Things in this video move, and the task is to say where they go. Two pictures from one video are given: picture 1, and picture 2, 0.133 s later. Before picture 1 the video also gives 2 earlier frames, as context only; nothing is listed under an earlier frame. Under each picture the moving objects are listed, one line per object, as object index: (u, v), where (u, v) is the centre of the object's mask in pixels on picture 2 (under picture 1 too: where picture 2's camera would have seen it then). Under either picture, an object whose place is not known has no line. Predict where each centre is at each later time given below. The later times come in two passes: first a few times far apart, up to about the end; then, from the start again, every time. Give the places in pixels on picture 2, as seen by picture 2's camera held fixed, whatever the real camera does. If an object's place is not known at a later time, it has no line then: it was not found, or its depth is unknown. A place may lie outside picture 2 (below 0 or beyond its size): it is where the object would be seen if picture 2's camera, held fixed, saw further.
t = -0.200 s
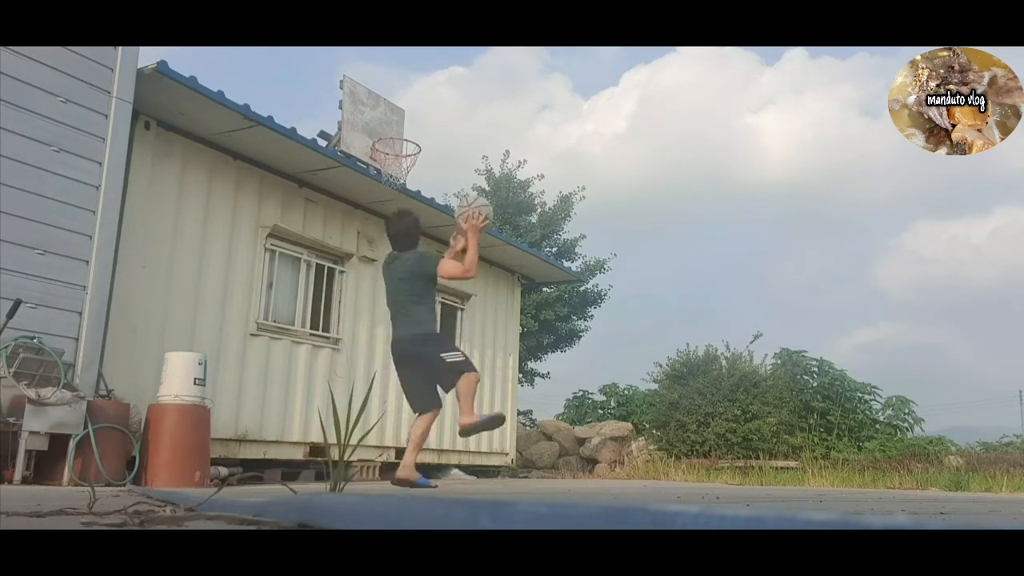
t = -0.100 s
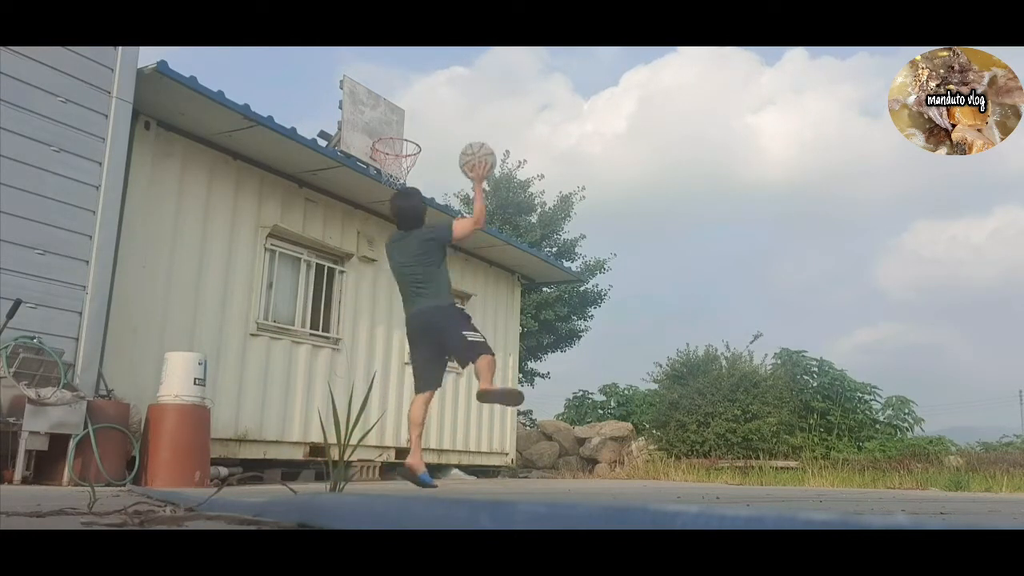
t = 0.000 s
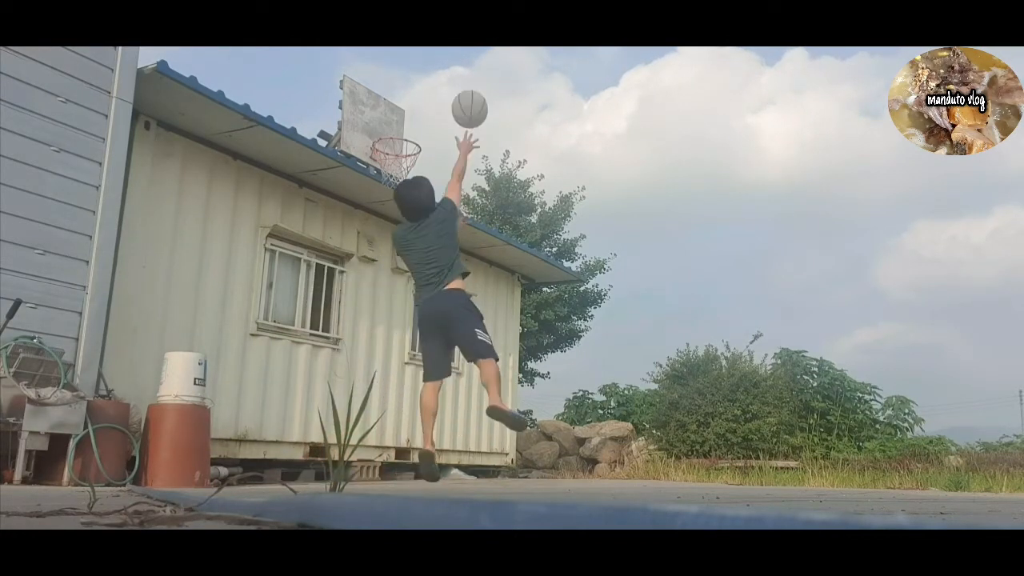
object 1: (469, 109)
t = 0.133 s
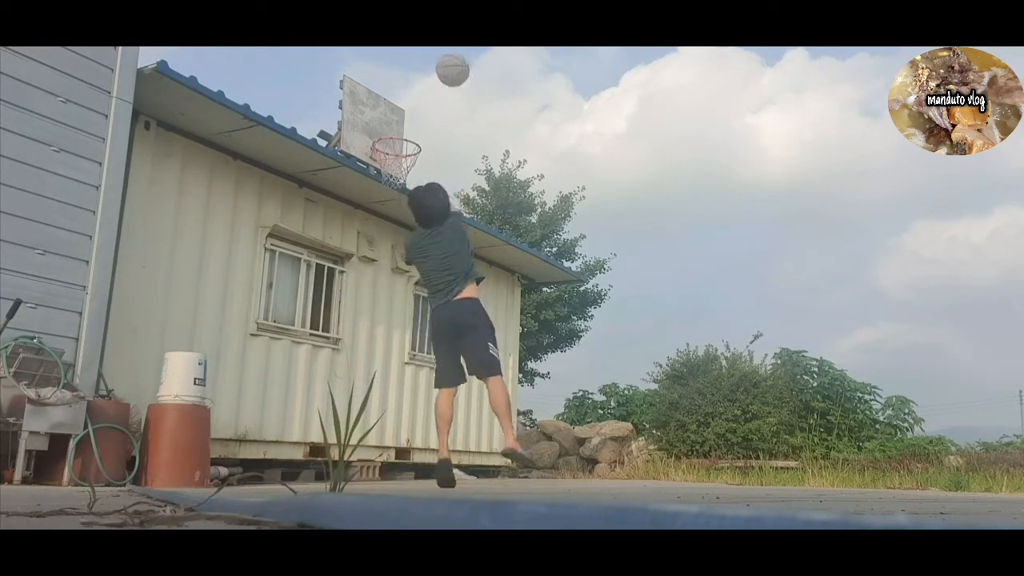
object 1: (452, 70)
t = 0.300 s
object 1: (434, 59)
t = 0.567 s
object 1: (406, 97)
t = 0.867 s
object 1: (396, 114)
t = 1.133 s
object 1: (396, 123)
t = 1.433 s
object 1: (397, 137)
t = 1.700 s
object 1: (395, 215)
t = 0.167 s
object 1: (448, 64)
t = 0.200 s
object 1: (445, 61)
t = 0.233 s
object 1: (441, 59)
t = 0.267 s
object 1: (438, 58)
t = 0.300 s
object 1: (434, 59)
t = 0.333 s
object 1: (430, 59)
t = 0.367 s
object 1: (427, 61)
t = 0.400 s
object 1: (423, 64)
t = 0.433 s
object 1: (419, 68)
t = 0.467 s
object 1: (416, 75)
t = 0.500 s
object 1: (413, 81)
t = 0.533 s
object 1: (409, 88)
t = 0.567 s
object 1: (406, 97)
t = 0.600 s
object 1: (403, 106)
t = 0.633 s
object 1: (399, 117)
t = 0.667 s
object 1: (397, 127)
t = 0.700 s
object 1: (397, 124)
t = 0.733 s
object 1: (397, 119)
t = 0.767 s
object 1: (397, 116)
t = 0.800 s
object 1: (397, 114)
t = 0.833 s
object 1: (397, 114)
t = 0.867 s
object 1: (396, 114)
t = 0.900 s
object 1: (396, 115)
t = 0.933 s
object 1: (395, 118)
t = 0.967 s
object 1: (394, 122)
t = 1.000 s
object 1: (394, 125)
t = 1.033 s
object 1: (395, 123)
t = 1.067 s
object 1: (395, 122)
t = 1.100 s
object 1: (395, 122)
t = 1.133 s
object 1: (396, 123)
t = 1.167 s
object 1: (396, 124)
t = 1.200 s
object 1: (397, 126)
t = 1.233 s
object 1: (397, 126)
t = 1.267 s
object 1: (397, 125)
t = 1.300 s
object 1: (397, 125)
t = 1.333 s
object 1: (397, 127)
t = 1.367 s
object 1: (398, 131)
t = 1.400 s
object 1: (398, 135)
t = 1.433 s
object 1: (397, 137)
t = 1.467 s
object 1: (397, 143)
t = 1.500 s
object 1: (397, 150)
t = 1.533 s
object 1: (398, 160)
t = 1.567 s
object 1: (396, 167)
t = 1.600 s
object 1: (396, 178)
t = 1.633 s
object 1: (395, 189)
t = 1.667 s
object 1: (394, 200)
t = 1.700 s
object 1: (395, 215)
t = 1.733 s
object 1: (394, 231)
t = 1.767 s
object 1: (393, 248)
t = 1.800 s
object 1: (393, 267)
